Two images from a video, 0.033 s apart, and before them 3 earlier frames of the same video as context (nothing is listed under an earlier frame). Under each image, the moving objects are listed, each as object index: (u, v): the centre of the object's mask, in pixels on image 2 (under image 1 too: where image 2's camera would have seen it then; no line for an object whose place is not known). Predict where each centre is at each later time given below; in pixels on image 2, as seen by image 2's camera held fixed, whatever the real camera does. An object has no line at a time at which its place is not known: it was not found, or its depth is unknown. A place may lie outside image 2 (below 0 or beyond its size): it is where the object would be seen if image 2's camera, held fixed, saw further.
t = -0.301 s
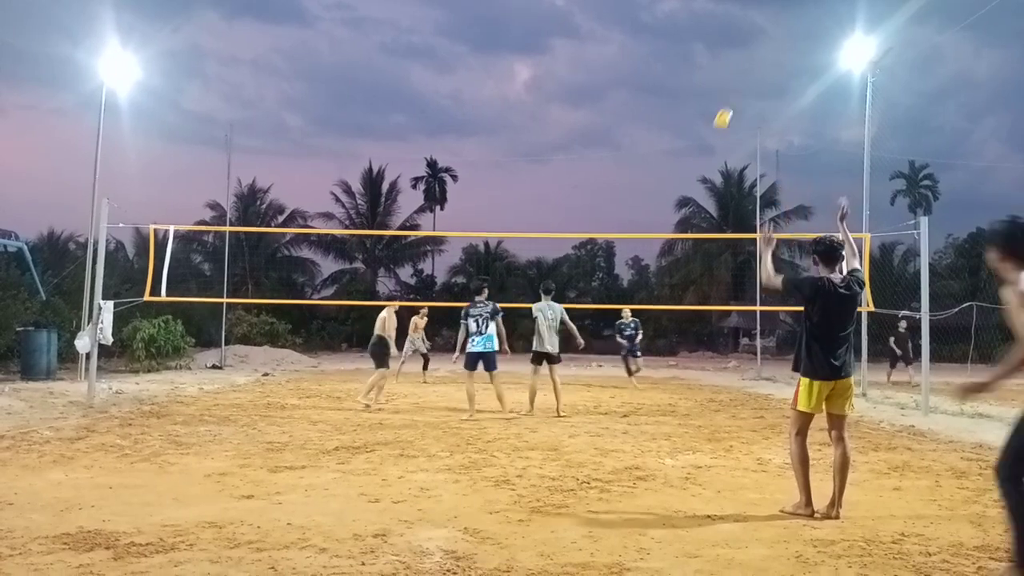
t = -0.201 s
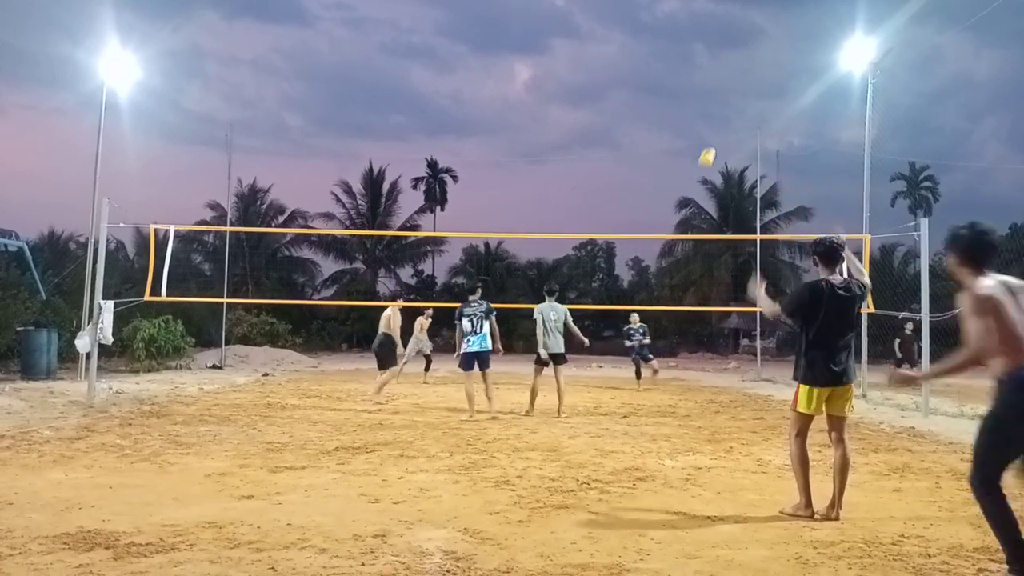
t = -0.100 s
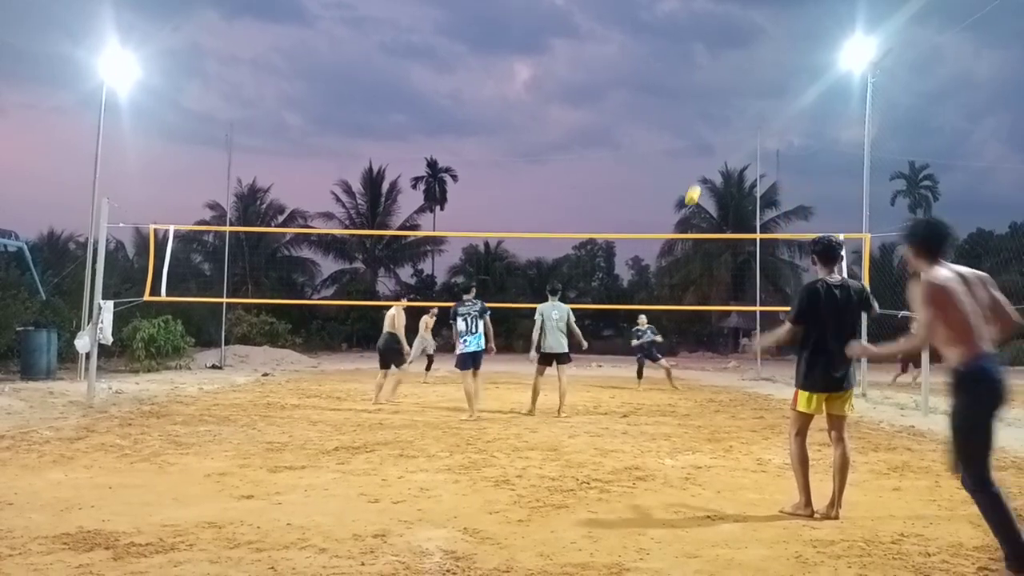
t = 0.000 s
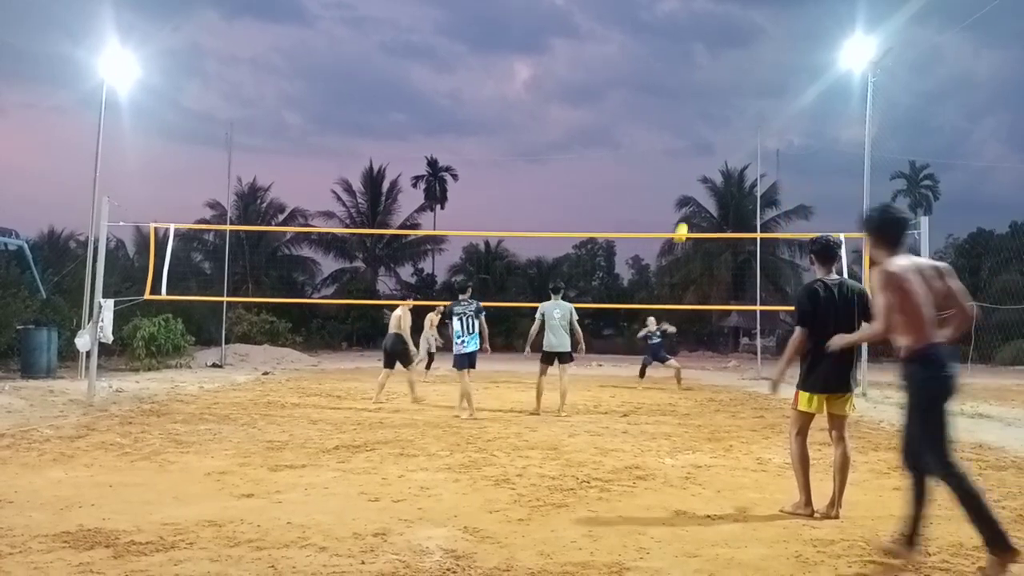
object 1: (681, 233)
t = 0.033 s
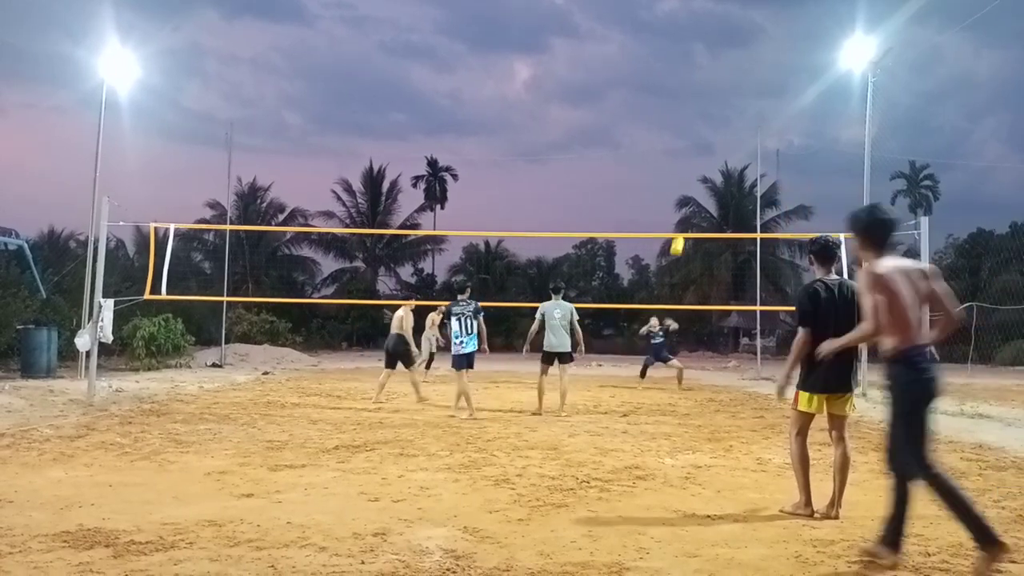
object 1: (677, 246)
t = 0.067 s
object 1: (673, 259)
